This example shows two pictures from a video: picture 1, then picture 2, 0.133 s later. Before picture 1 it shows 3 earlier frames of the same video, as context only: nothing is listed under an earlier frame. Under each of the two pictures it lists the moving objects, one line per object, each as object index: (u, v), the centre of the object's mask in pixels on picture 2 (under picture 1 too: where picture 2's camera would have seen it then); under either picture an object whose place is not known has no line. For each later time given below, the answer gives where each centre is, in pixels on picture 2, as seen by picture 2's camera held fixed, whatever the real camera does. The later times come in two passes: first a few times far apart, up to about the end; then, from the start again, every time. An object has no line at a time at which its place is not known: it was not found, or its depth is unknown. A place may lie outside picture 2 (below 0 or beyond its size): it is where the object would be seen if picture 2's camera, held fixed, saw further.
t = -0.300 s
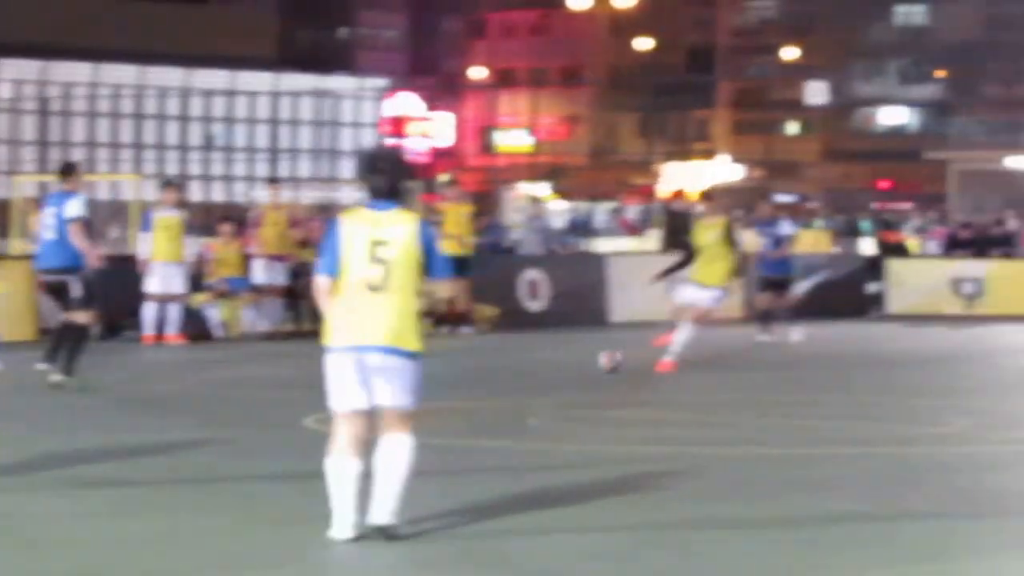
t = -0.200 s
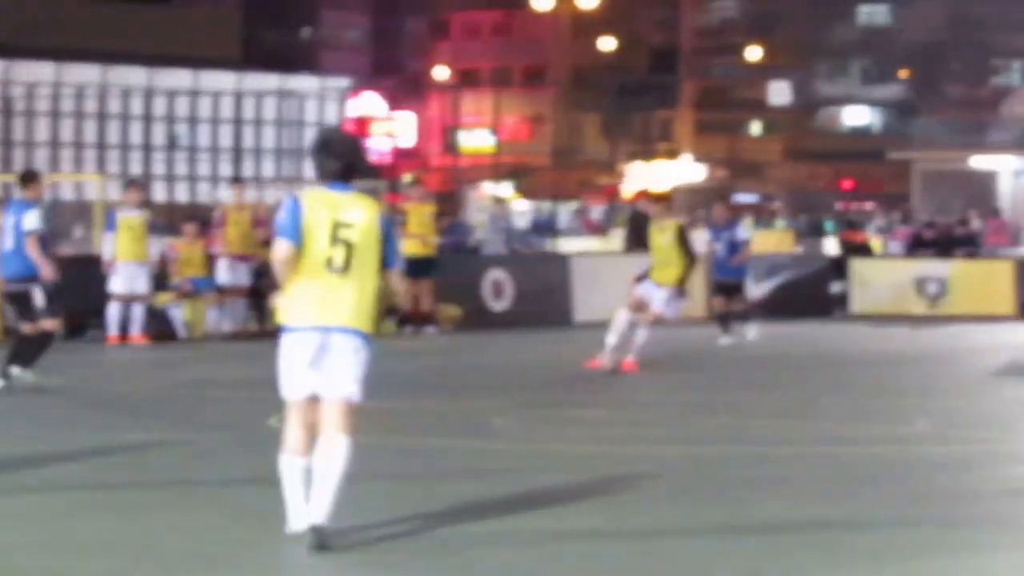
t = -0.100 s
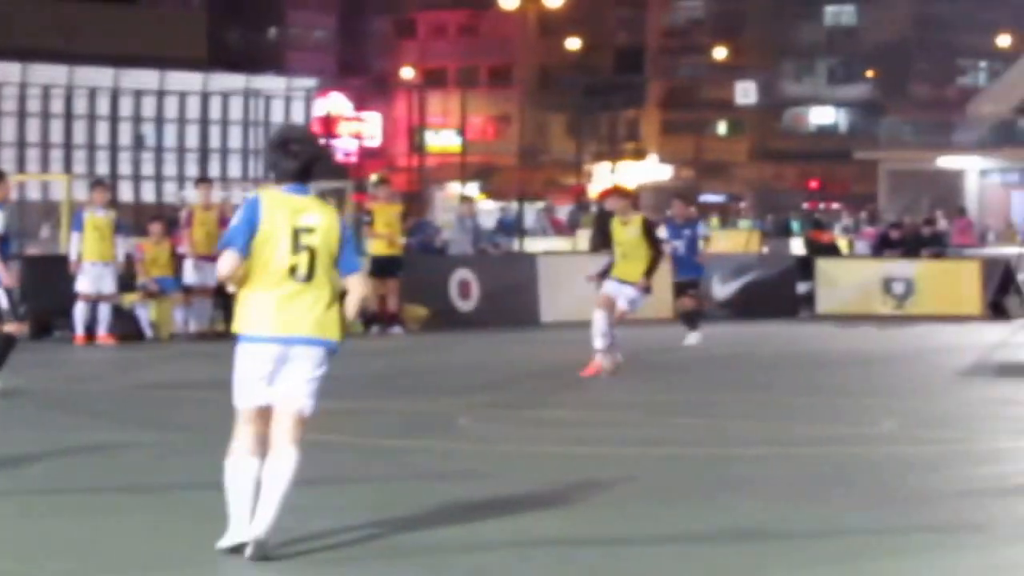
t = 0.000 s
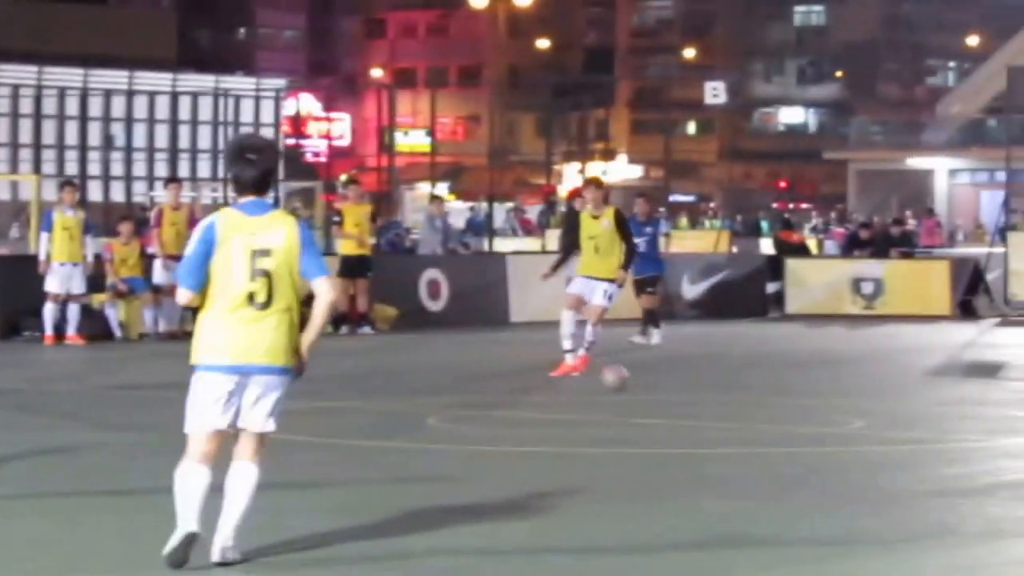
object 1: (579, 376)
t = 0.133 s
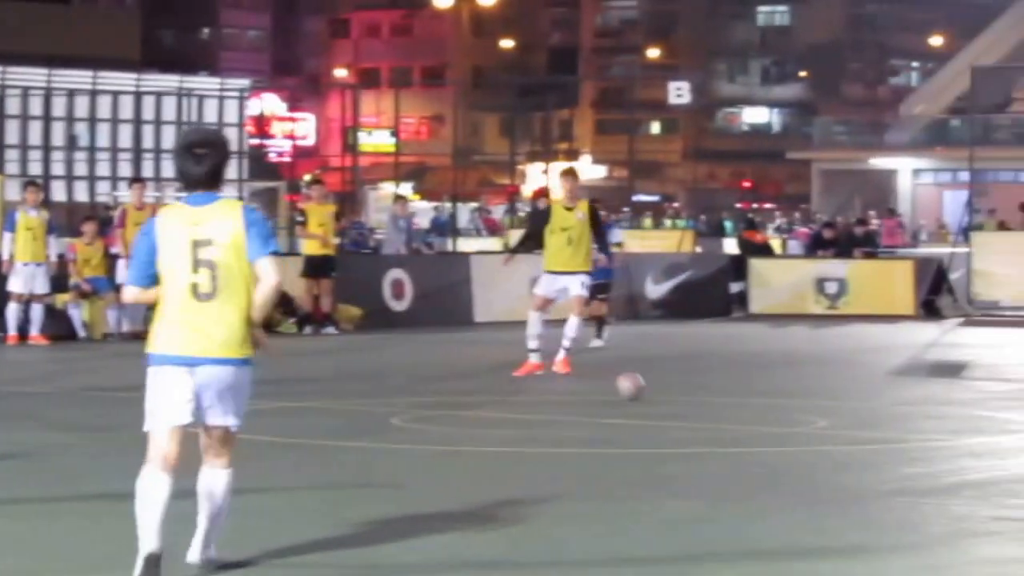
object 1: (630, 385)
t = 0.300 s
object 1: (698, 398)
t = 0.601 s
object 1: (835, 416)
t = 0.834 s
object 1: (968, 440)
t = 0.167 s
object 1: (643, 390)
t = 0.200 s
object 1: (657, 392)
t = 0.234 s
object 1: (671, 394)
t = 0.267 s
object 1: (684, 396)
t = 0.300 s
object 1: (698, 398)
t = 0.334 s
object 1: (712, 400)
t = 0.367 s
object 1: (726, 401)
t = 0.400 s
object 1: (740, 403)
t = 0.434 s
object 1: (755, 407)
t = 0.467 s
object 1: (770, 409)
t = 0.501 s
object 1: (785, 410)
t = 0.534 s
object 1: (802, 409)
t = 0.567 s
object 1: (819, 412)
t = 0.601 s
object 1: (835, 416)
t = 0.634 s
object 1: (851, 421)
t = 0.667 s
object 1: (869, 421)
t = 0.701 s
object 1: (888, 422)
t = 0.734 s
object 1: (908, 425)
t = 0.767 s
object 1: (926, 429)
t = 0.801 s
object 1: (945, 436)
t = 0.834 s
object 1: (968, 440)
